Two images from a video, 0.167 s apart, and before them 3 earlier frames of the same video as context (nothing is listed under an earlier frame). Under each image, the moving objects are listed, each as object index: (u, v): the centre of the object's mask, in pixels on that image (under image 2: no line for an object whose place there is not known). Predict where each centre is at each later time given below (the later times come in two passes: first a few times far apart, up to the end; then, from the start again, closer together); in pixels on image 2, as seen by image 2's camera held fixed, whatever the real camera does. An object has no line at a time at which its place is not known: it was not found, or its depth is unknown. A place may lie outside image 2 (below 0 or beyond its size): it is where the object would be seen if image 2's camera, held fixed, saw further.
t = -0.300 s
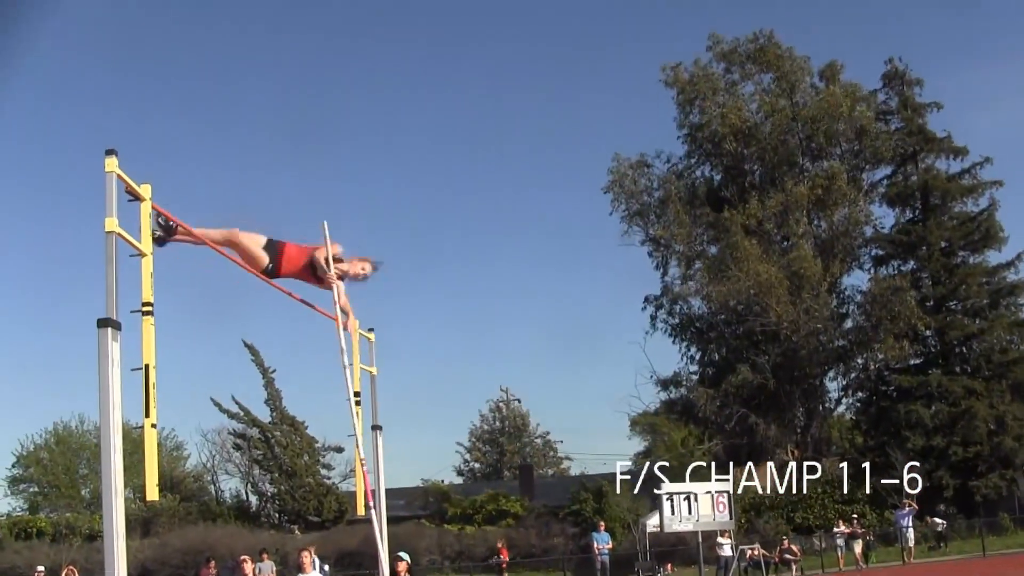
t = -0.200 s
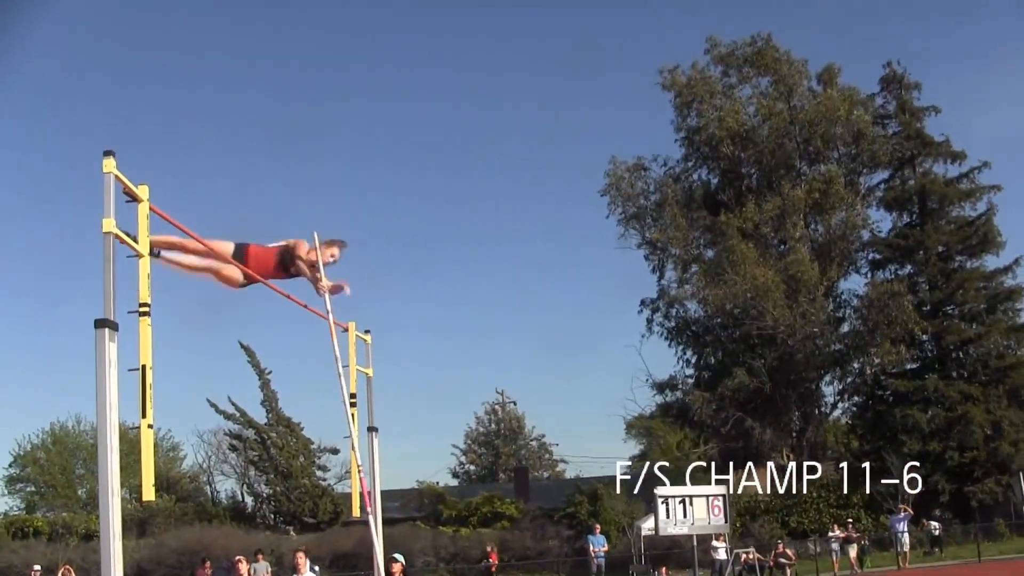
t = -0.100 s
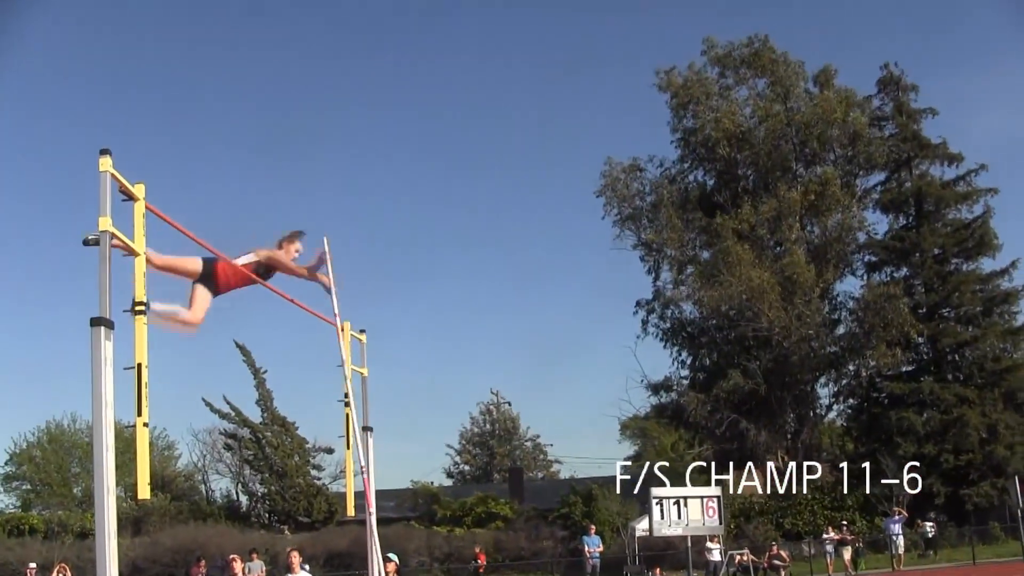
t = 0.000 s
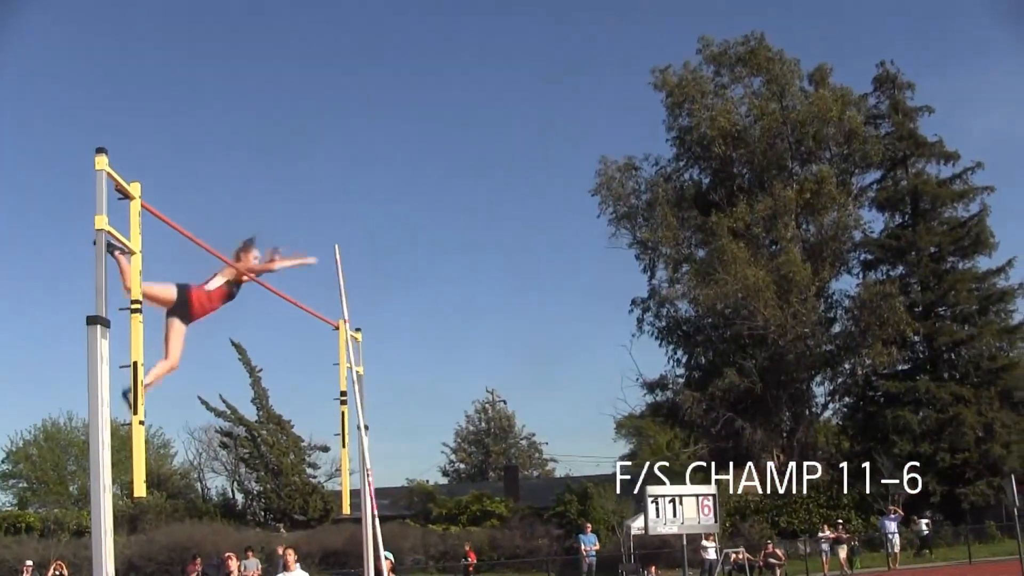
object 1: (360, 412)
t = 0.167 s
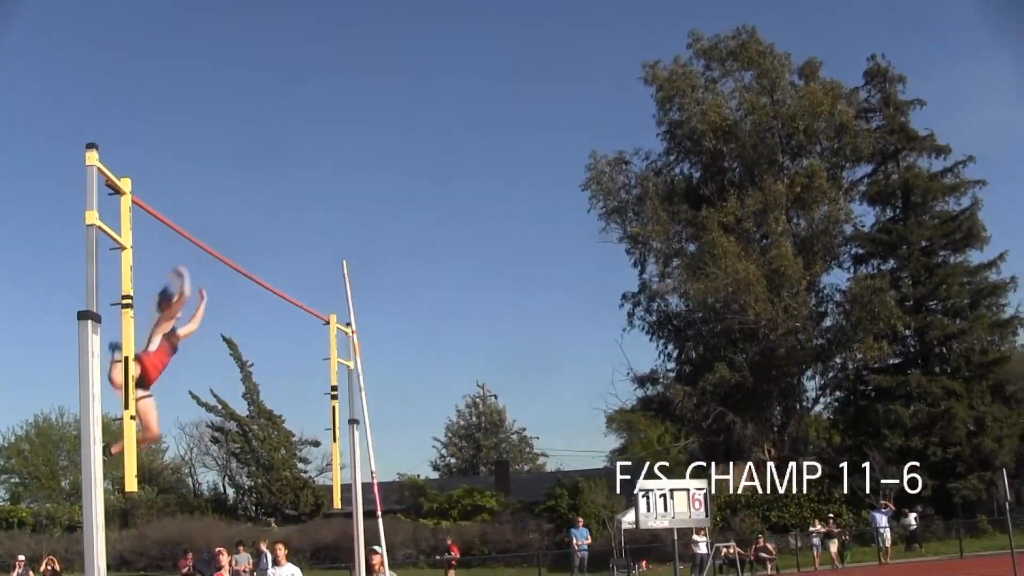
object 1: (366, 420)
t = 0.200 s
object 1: (367, 421)
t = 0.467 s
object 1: (385, 466)
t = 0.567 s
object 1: (391, 490)
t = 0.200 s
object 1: (367, 421)
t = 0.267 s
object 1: (371, 432)
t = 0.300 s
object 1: (373, 437)
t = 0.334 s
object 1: (375, 443)
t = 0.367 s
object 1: (380, 450)
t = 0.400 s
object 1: (380, 453)
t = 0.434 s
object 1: (382, 459)
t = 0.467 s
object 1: (385, 466)
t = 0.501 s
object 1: (387, 473)
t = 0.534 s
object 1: (389, 482)
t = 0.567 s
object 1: (391, 490)
